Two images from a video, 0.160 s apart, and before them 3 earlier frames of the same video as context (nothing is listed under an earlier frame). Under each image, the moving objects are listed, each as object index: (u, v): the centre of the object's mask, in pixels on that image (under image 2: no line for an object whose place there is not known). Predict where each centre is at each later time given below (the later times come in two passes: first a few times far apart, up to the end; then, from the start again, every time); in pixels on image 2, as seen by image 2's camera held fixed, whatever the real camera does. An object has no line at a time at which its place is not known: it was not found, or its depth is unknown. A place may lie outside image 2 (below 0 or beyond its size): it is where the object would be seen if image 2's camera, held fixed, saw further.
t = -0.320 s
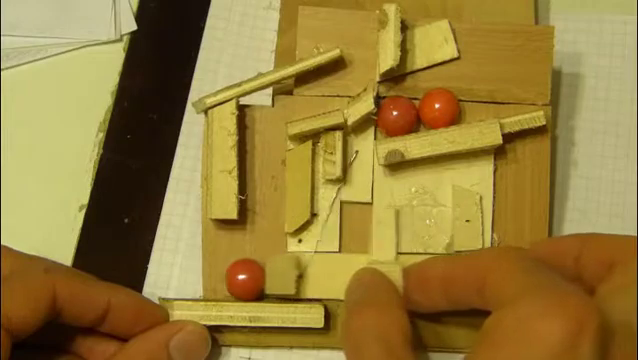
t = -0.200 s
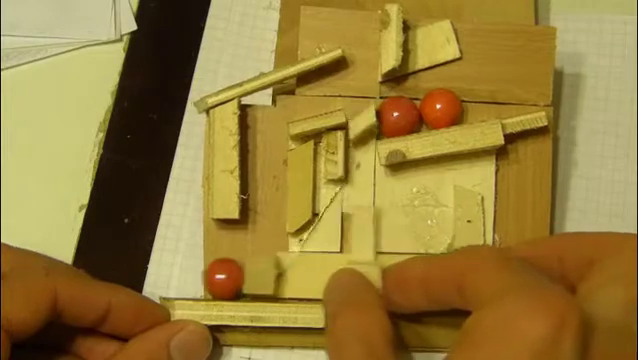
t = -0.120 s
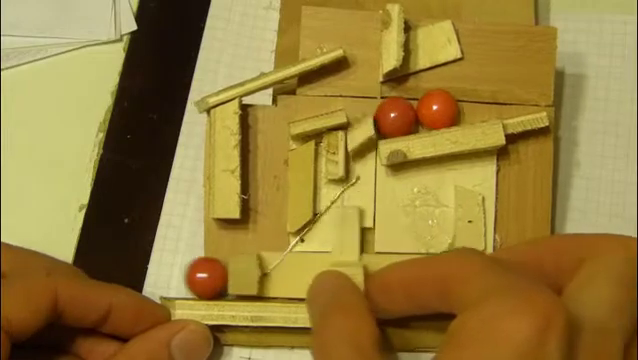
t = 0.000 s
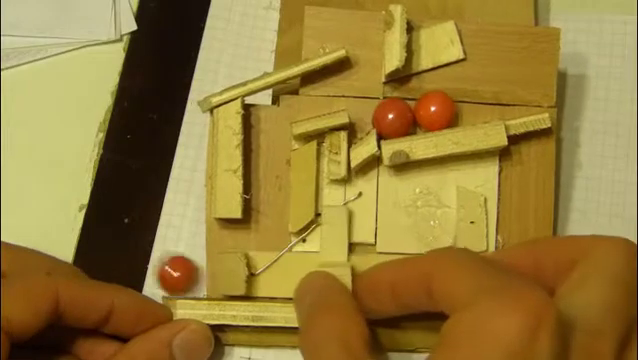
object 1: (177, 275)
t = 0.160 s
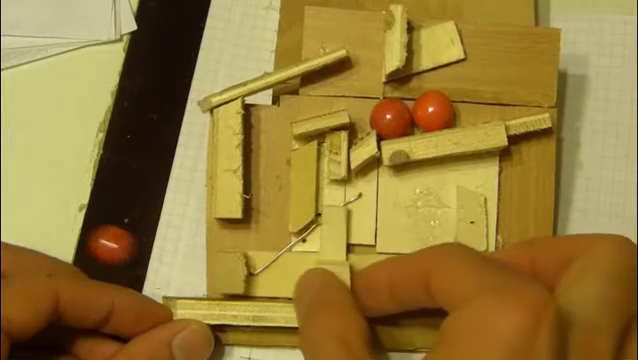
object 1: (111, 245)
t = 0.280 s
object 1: (66, 231)
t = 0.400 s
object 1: (20, 221)
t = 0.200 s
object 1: (98, 239)
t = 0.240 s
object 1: (81, 235)
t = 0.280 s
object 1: (66, 231)
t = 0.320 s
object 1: (50, 227)
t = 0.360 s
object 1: (35, 223)
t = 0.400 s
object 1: (20, 221)
